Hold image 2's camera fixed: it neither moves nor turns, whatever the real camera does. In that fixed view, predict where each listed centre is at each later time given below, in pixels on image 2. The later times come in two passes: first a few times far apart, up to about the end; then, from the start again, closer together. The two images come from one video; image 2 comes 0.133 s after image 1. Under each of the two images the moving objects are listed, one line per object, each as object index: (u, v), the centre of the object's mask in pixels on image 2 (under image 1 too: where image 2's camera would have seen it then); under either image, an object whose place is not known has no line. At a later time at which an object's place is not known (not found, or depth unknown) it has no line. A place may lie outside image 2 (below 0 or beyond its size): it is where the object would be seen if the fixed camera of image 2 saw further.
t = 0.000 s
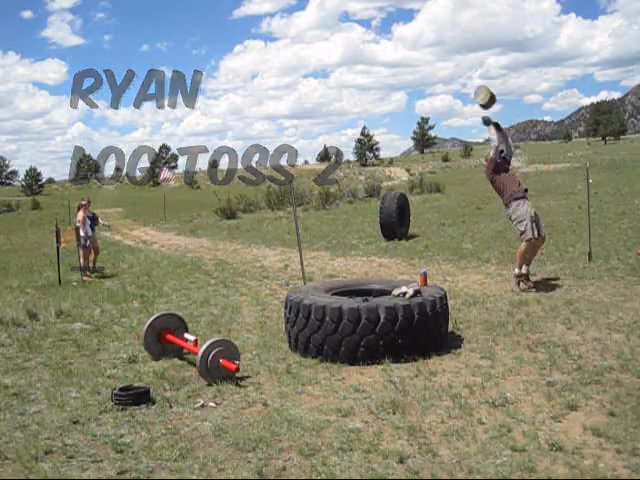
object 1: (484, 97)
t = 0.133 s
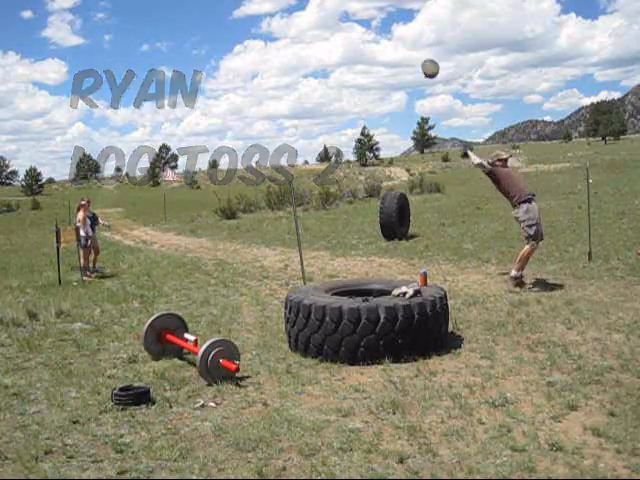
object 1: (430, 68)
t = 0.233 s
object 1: (394, 57)
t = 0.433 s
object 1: (335, 55)
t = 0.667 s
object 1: (281, 80)
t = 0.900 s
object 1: (240, 127)
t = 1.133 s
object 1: (208, 189)
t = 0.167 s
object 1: (417, 63)
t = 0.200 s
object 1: (406, 60)
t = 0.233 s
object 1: (394, 57)
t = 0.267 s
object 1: (383, 55)
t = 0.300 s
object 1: (373, 54)
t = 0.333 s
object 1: (363, 53)
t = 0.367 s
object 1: (354, 53)
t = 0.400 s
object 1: (344, 54)
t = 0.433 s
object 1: (335, 55)
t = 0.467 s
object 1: (327, 57)
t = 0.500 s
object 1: (319, 60)
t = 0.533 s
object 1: (311, 63)
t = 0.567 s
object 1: (303, 67)
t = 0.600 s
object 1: (295, 71)
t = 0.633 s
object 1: (288, 75)
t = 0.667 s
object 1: (281, 80)
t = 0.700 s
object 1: (275, 86)
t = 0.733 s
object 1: (268, 92)
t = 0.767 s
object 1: (262, 98)
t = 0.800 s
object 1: (256, 104)
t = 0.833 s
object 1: (251, 112)
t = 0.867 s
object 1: (245, 119)
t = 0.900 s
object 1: (240, 127)
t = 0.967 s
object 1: (229, 143)
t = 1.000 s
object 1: (225, 152)
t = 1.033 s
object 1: (219, 161)
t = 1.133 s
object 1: (208, 189)
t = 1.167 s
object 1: (206, 199)
